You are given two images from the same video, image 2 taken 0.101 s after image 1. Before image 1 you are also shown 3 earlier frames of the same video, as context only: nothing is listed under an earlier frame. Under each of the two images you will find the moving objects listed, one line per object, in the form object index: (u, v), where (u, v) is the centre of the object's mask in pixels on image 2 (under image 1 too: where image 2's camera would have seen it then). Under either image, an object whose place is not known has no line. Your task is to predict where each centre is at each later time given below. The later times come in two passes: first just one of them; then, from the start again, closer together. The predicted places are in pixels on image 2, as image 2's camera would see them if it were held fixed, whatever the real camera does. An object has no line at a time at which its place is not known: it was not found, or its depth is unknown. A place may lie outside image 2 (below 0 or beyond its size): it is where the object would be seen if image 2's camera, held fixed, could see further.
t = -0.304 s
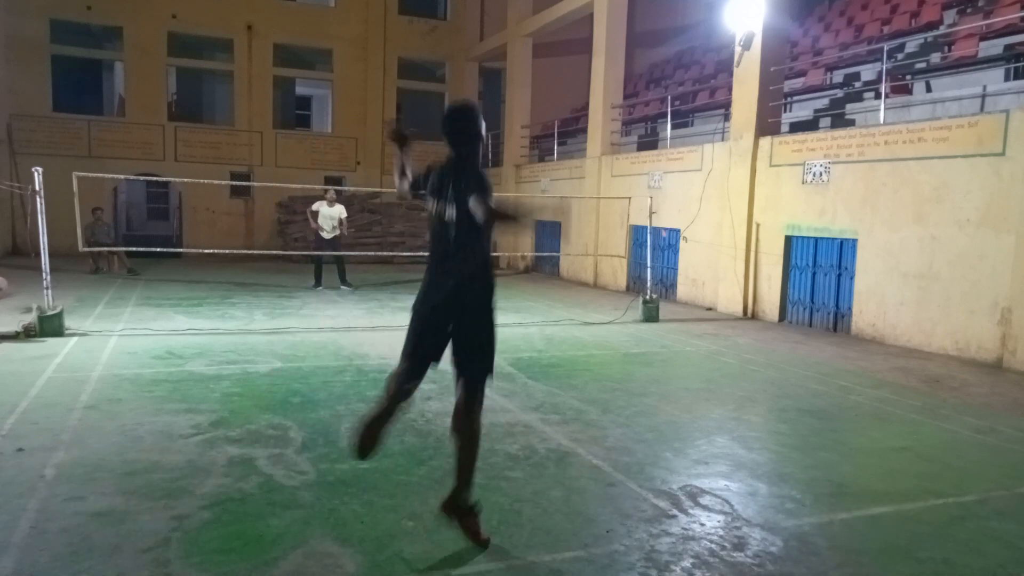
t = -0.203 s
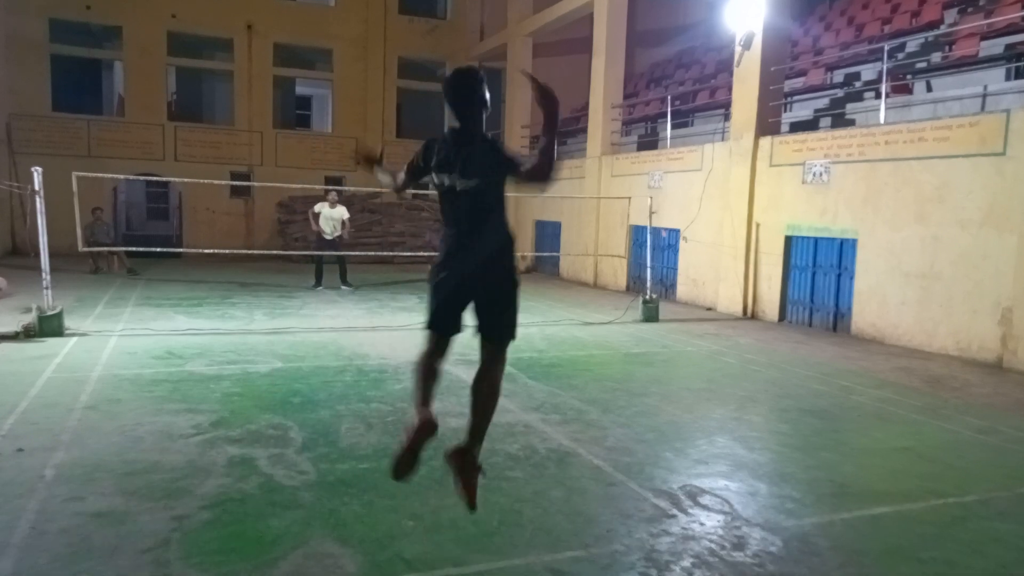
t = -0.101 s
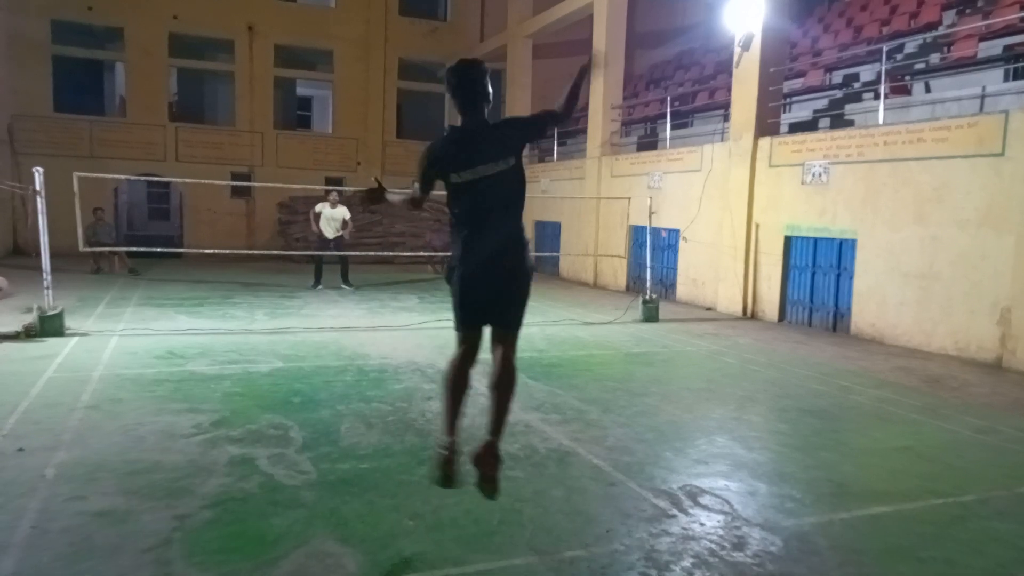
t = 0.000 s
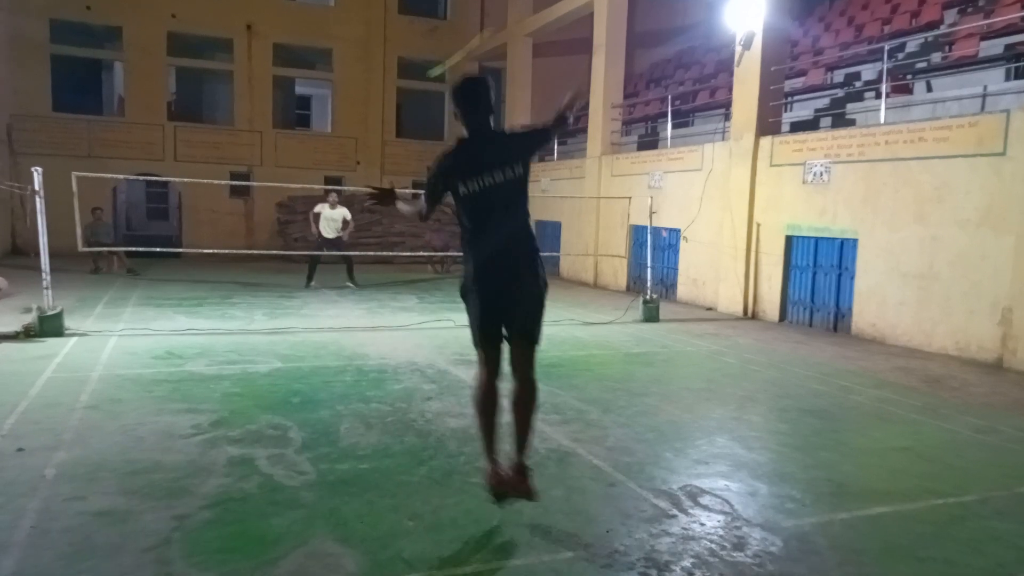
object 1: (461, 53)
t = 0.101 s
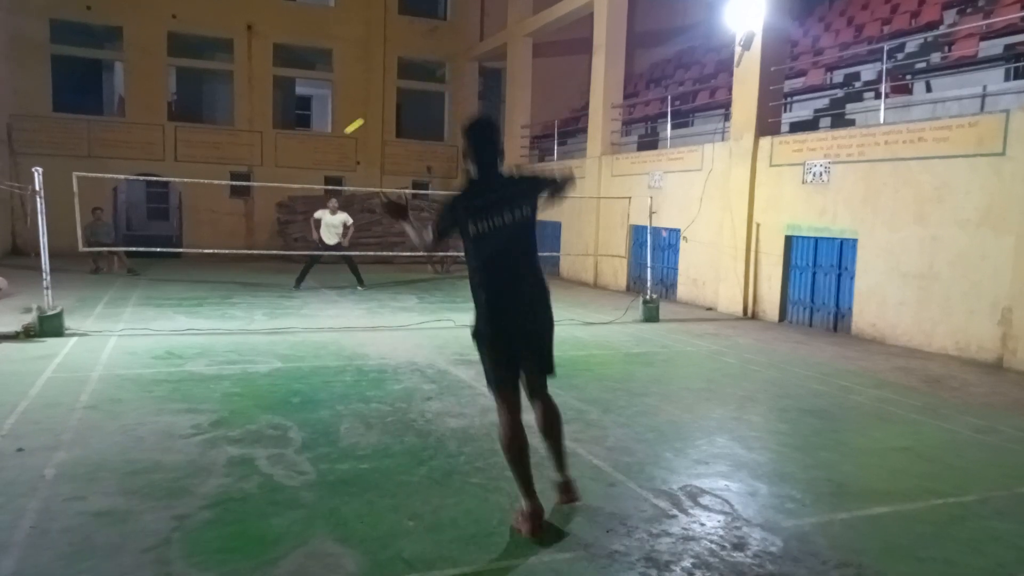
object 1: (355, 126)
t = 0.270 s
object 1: (306, 172)
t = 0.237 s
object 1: (312, 164)
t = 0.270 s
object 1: (306, 172)
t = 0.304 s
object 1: (301, 179)
